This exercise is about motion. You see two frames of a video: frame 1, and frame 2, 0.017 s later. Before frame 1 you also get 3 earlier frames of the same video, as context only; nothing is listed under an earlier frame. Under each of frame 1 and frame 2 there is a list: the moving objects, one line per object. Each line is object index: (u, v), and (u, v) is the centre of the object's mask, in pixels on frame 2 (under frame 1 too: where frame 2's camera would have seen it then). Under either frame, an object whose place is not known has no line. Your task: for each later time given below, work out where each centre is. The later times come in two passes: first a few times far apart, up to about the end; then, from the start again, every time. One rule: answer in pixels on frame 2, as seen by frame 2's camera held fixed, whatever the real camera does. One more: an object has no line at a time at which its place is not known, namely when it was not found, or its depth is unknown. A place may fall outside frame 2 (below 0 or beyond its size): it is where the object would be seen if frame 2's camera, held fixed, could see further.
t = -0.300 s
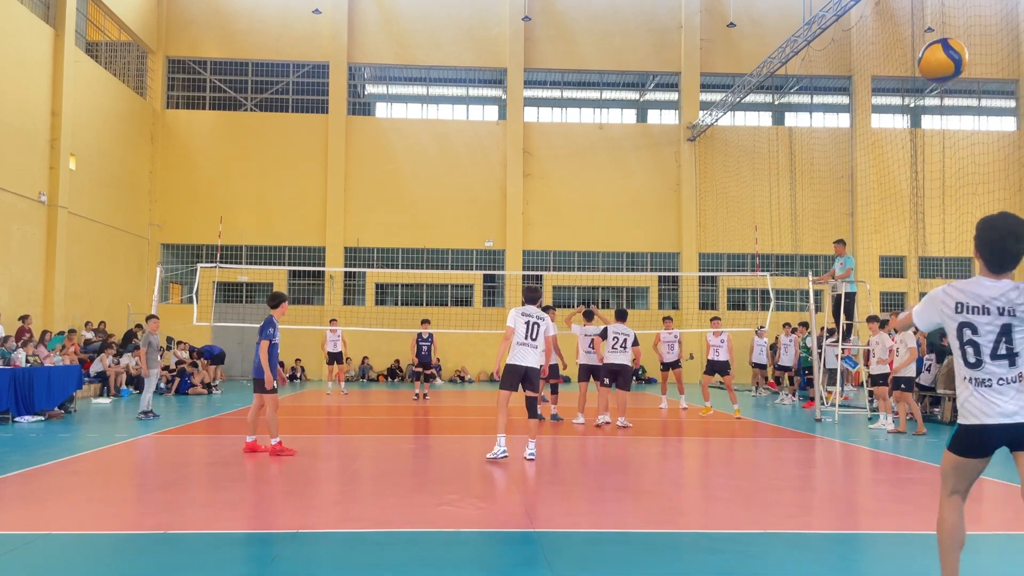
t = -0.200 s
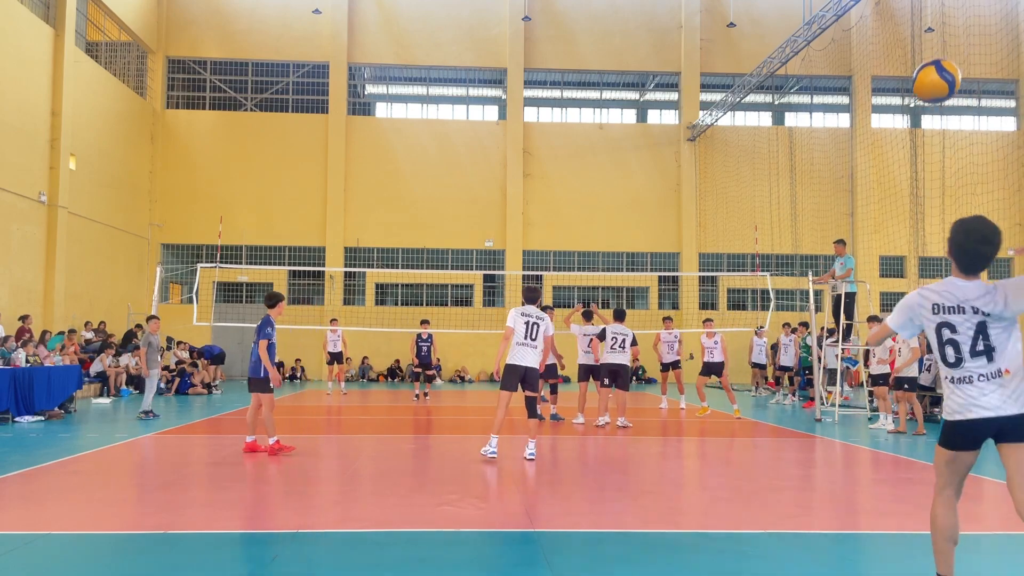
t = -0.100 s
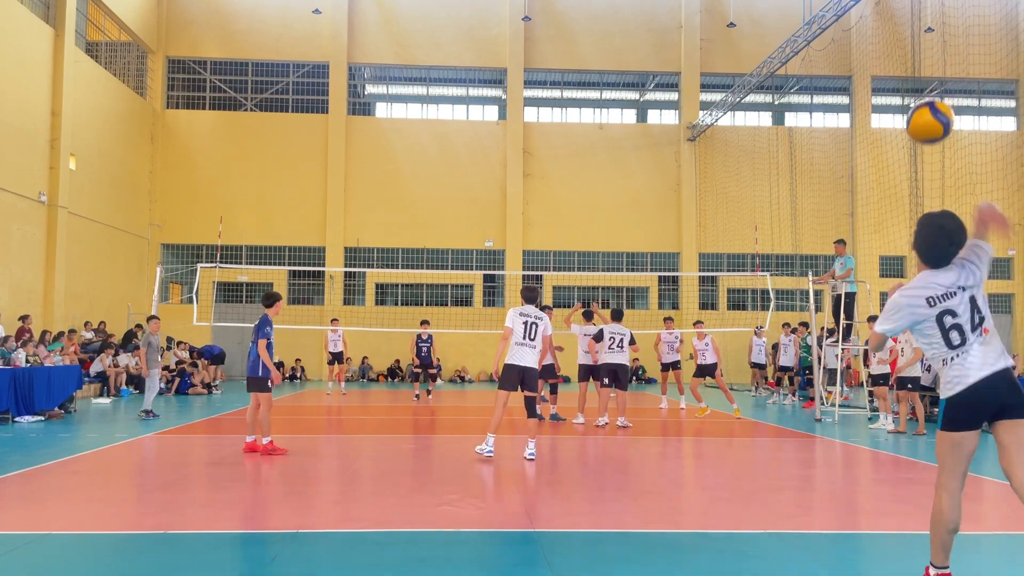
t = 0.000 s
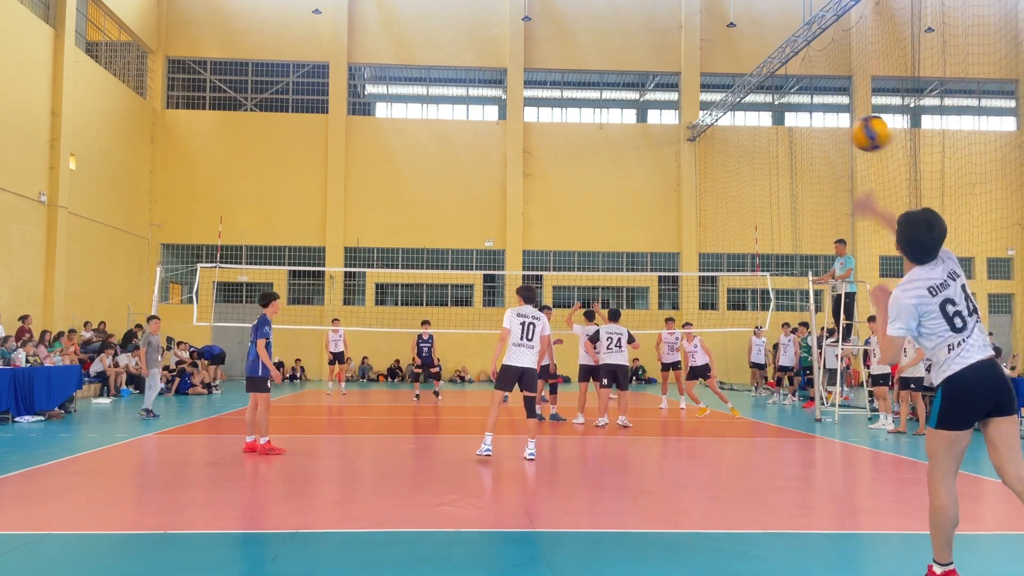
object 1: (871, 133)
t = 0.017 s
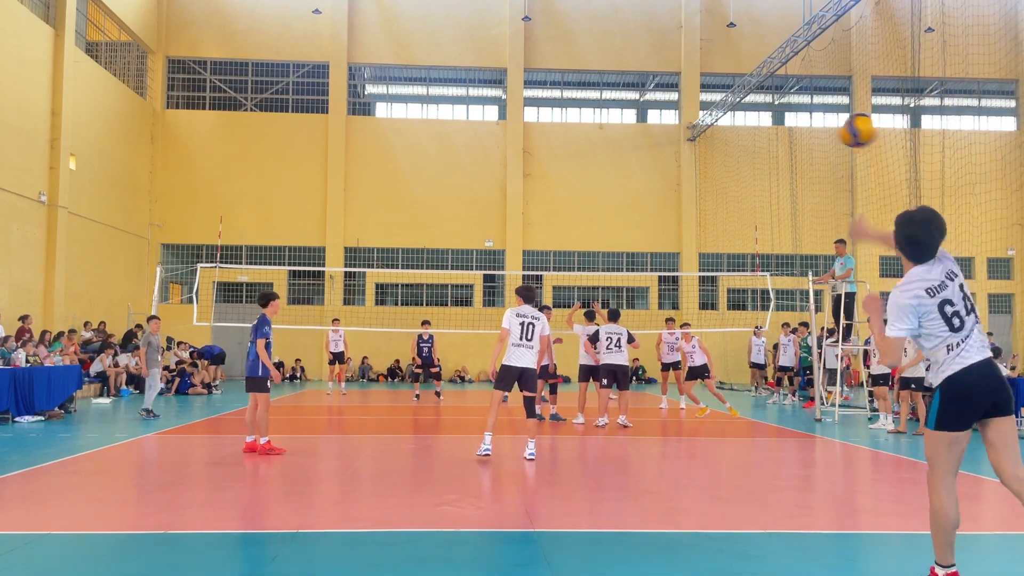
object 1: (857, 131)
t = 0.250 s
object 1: (750, 126)
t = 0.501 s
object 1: (700, 159)
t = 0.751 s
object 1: (671, 206)
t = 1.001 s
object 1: (653, 258)
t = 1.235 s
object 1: (642, 315)
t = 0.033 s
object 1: (845, 128)
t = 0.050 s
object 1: (834, 126)
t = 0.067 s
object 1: (824, 124)
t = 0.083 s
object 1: (814, 123)
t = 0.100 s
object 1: (805, 121)
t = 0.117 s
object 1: (798, 121)
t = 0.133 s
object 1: (789, 121)
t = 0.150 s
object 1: (784, 121)
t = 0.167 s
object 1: (777, 121)
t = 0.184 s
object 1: (772, 122)
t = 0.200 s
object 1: (766, 123)
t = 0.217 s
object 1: (760, 124)
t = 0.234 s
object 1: (755, 125)
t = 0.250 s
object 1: (750, 126)
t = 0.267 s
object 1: (745, 127)
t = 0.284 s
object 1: (741, 128)
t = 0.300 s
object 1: (737, 130)
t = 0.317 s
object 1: (733, 131)
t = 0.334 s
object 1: (730, 134)
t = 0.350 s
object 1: (727, 135)
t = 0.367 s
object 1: (723, 137)
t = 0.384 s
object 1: (720, 140)
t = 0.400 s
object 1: (717, 142)
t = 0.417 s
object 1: (714, 145)
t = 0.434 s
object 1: (711, 148)
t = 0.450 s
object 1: (708, 150)
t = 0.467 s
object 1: (705, 153)
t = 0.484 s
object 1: (703, 156)
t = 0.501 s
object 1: (700, 159)
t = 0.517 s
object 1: (698, 162)
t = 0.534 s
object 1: (696, 165)
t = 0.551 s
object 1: (693, 168)
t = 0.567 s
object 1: (691, 171)
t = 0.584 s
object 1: (689, 174)
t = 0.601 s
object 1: (687, 177)
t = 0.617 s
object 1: (685, 180)
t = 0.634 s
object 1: (682, 183)
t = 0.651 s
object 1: (680, 186)
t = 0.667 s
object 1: (678, 190)
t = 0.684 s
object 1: (677, 193)
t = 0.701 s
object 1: (675, 196)
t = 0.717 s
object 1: (674, 199)
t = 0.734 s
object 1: (672, 202)
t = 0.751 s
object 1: (671, 206)
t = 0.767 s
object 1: (669, 209)
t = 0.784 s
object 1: (667, 212)
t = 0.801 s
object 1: (666, 215)
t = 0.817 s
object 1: (665, 219)
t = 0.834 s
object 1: (663, 222)
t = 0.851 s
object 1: (662, 226)
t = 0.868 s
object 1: (661, 229)
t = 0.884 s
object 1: (660, 233)
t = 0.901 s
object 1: (659, 236)
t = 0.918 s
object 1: (658, 240)
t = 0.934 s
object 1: (657, 243)
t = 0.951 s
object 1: (656, 247)
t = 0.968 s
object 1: (655, 251)
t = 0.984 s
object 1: (654, 255)
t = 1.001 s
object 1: (653, 258)
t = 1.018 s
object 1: (652, 262)
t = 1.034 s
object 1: (652, 266)
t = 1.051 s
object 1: (651, 269)
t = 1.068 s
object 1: (650, 274)
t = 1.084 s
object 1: (648, 279)
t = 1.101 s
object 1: (648, 282)
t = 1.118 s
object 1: (647, 286)
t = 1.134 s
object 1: (646, 290)
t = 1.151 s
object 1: (645, 294)
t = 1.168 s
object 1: (644, 298)
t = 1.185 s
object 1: (644, 302)
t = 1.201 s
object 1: (644, 306)
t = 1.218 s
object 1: (643, 311)
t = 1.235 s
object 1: (642, 315)
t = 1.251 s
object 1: (641, 319)
